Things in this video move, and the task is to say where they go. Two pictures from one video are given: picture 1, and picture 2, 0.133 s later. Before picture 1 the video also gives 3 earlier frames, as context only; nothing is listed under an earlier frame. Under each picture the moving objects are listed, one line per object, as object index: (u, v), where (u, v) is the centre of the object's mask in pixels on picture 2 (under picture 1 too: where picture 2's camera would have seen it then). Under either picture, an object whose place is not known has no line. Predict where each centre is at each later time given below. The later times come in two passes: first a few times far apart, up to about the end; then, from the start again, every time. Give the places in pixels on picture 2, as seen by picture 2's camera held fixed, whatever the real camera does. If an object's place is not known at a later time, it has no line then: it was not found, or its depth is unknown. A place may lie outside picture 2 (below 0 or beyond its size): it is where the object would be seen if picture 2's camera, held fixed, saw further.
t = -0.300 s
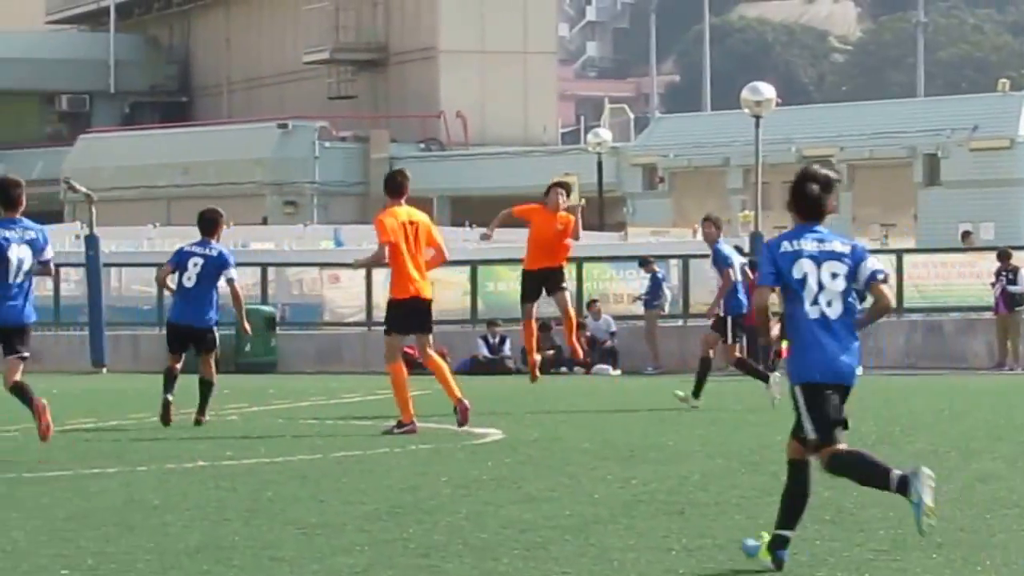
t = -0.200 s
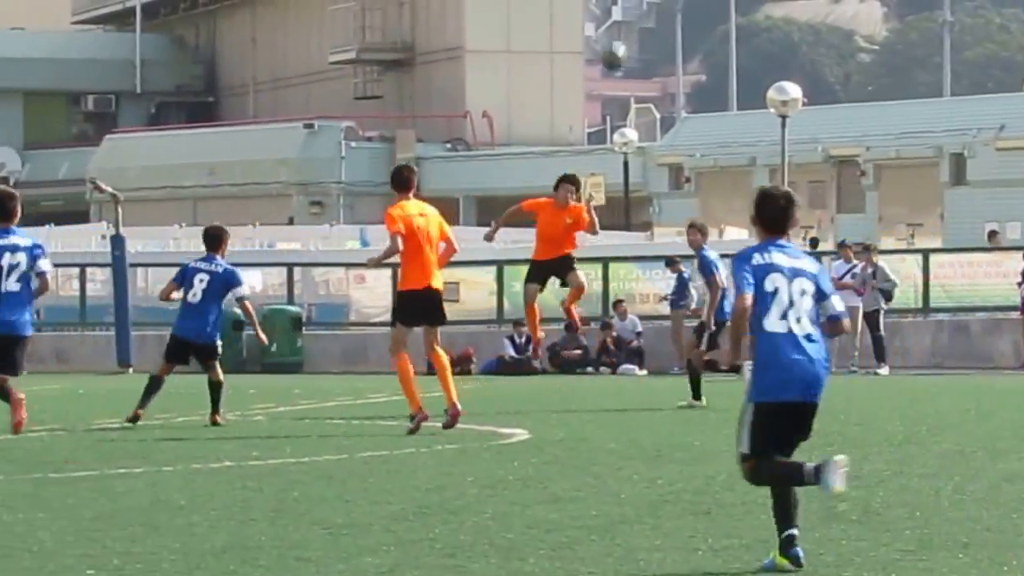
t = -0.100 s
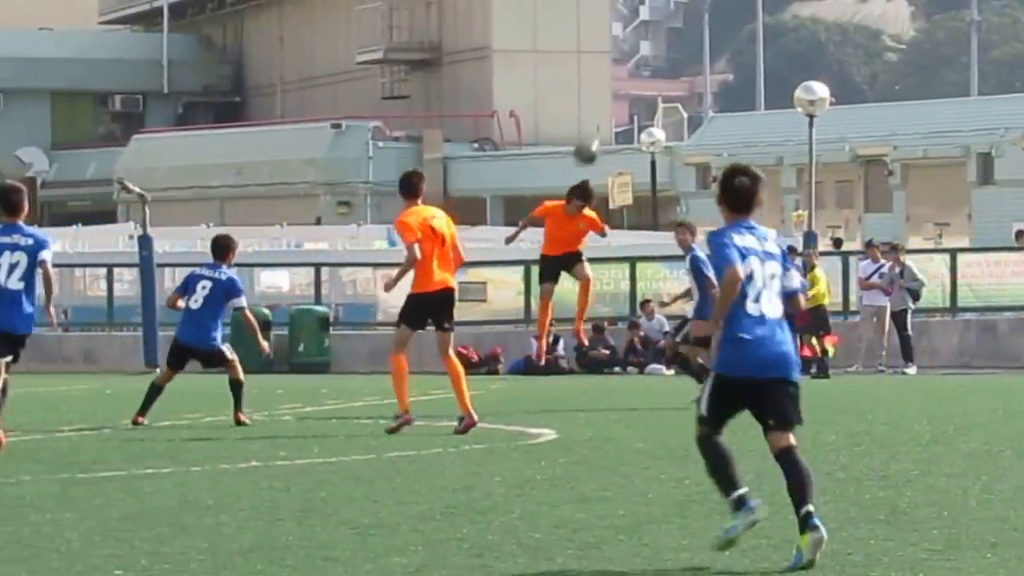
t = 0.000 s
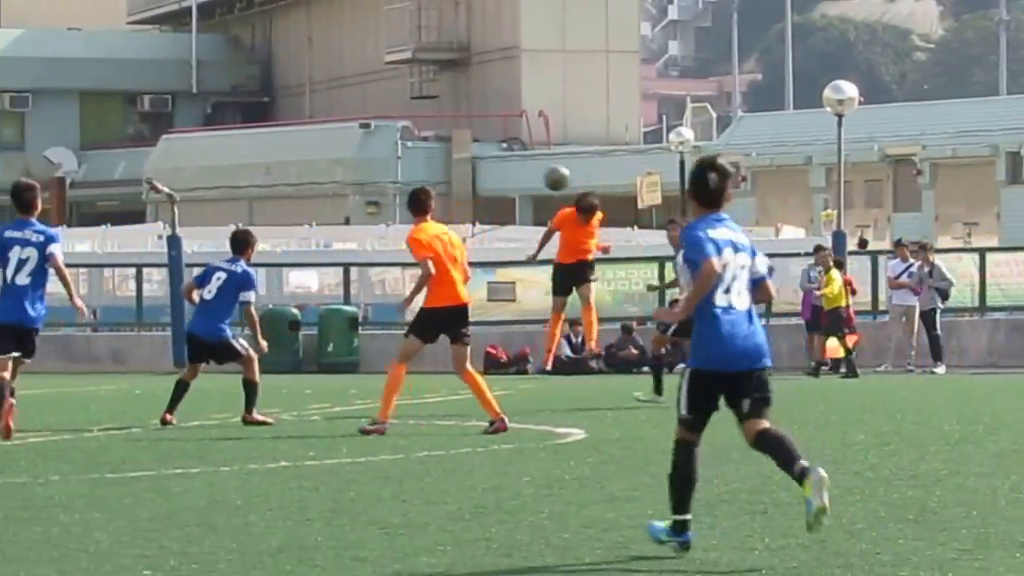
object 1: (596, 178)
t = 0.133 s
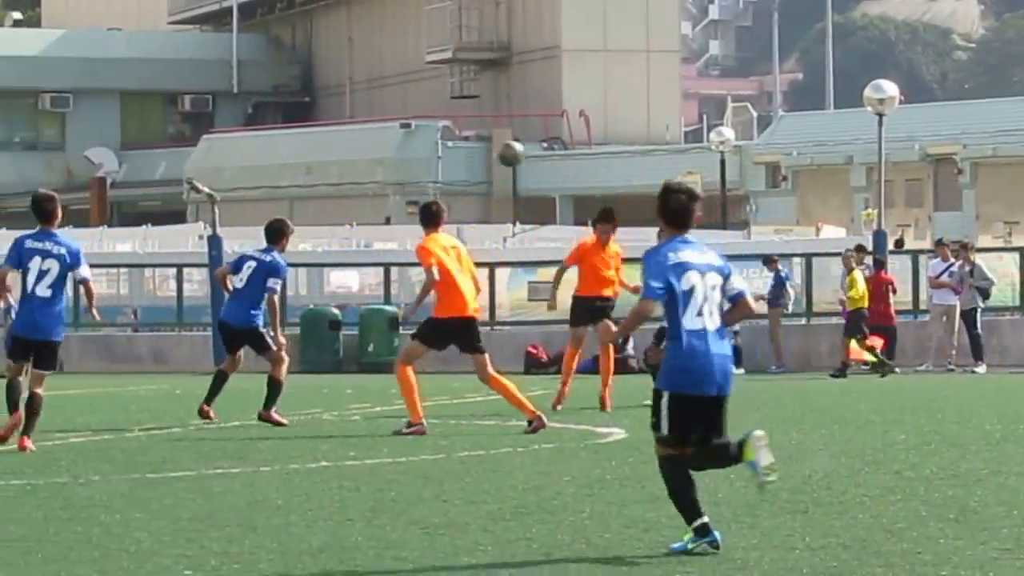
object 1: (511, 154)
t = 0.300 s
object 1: (400, 155)
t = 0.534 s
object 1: (242, 220)
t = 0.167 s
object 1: (488, 152)
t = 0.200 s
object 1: (466, 150)
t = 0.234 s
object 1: (444, 150)
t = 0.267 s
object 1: (423, 152)
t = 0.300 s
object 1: (400, 155)
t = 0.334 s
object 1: (377, 160)
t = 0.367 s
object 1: (354, 166)
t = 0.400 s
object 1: (332, 174)
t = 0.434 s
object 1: (310, 183)
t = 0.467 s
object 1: (287, 194)
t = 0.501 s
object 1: (264, 206)
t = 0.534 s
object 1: (242, 220)
